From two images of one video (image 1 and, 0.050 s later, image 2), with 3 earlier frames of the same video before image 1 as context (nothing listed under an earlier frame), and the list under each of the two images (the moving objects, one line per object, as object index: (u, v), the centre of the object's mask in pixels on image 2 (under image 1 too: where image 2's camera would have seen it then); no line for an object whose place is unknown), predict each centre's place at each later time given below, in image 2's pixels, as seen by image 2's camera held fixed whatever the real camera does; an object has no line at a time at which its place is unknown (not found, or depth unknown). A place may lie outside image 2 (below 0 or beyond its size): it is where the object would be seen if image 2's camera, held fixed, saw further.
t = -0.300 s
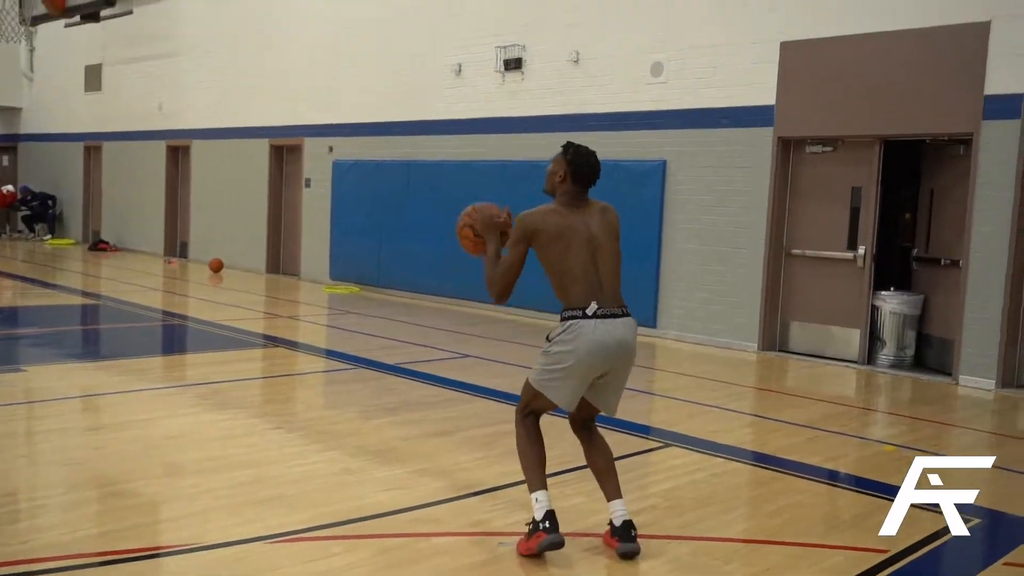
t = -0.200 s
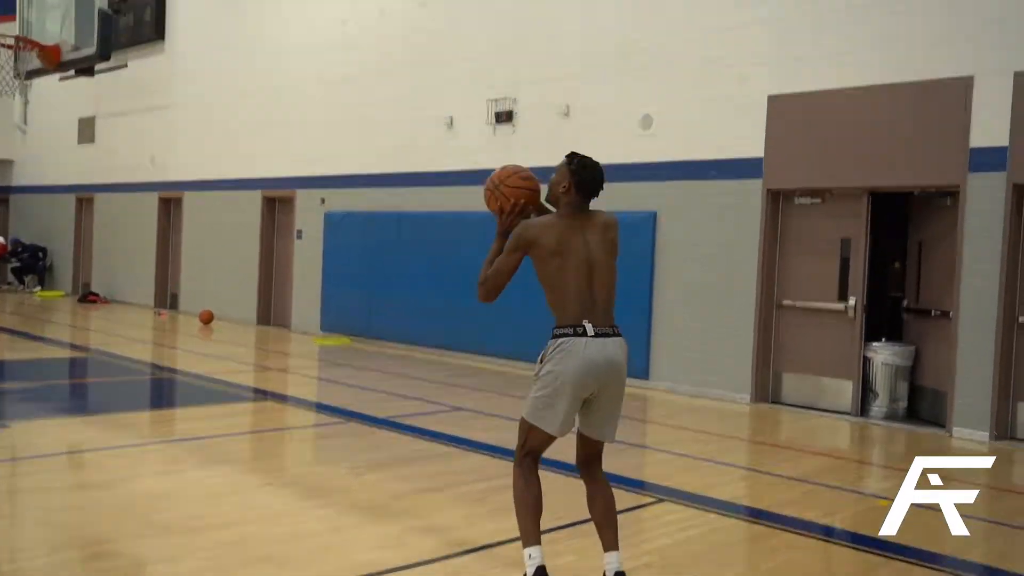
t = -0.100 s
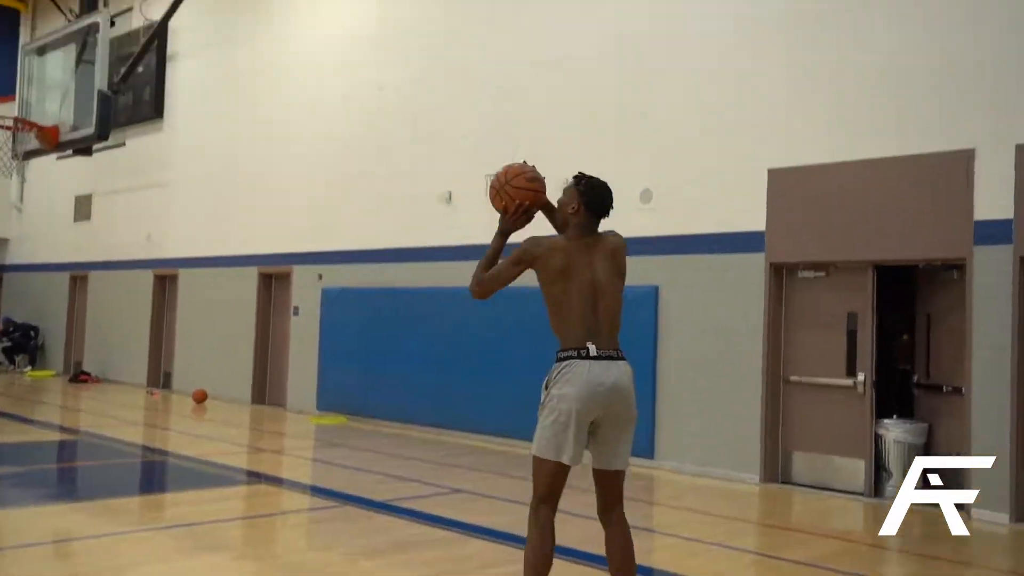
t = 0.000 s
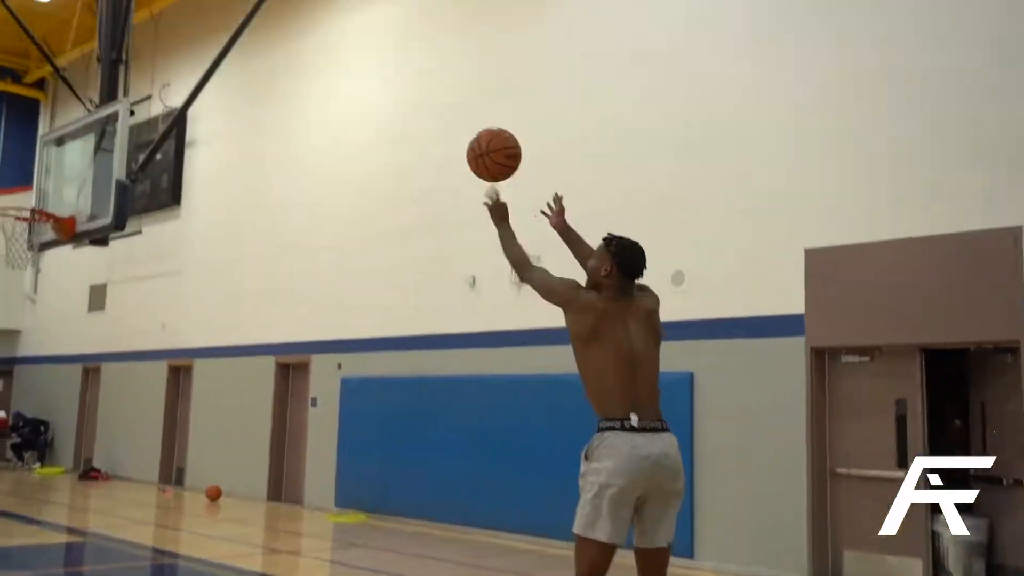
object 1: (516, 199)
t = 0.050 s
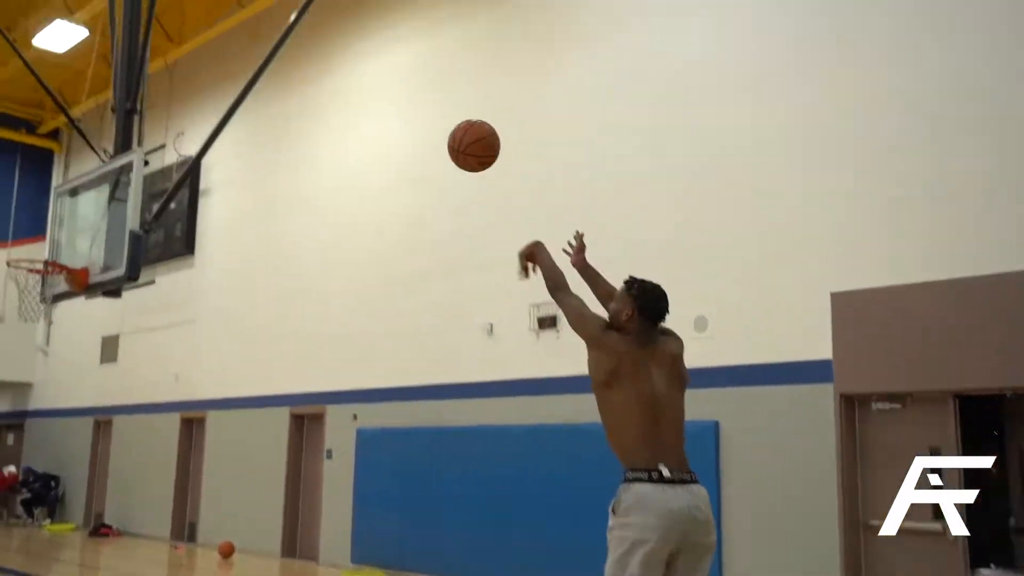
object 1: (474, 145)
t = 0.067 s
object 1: (461, 130)
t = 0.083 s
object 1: (450, 115)
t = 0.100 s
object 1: (439, 102)
